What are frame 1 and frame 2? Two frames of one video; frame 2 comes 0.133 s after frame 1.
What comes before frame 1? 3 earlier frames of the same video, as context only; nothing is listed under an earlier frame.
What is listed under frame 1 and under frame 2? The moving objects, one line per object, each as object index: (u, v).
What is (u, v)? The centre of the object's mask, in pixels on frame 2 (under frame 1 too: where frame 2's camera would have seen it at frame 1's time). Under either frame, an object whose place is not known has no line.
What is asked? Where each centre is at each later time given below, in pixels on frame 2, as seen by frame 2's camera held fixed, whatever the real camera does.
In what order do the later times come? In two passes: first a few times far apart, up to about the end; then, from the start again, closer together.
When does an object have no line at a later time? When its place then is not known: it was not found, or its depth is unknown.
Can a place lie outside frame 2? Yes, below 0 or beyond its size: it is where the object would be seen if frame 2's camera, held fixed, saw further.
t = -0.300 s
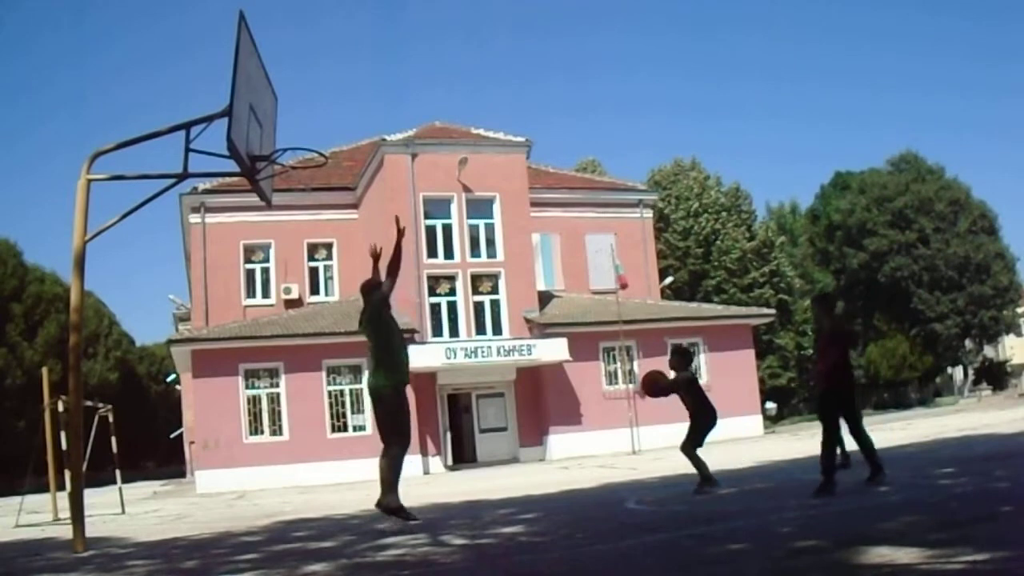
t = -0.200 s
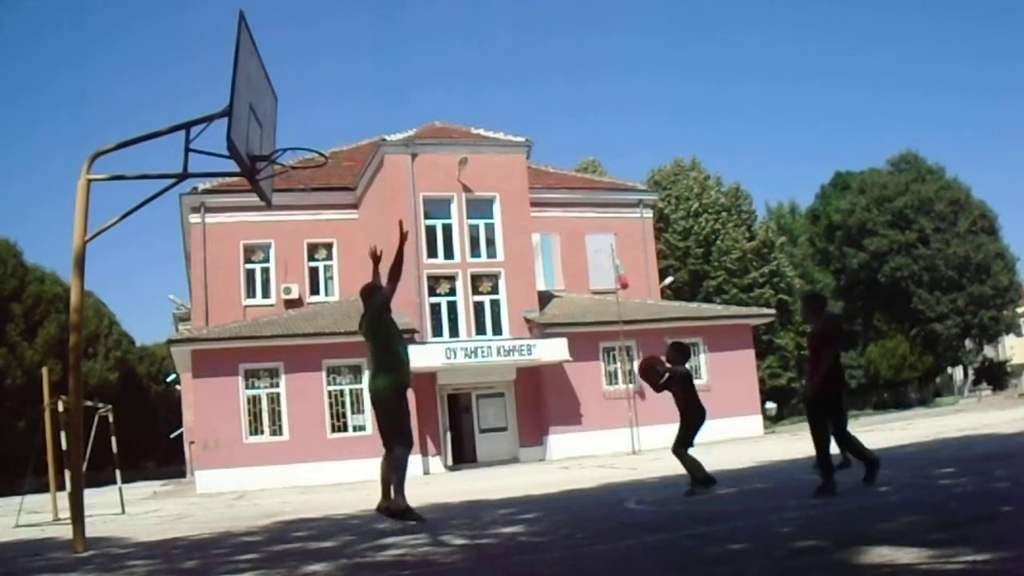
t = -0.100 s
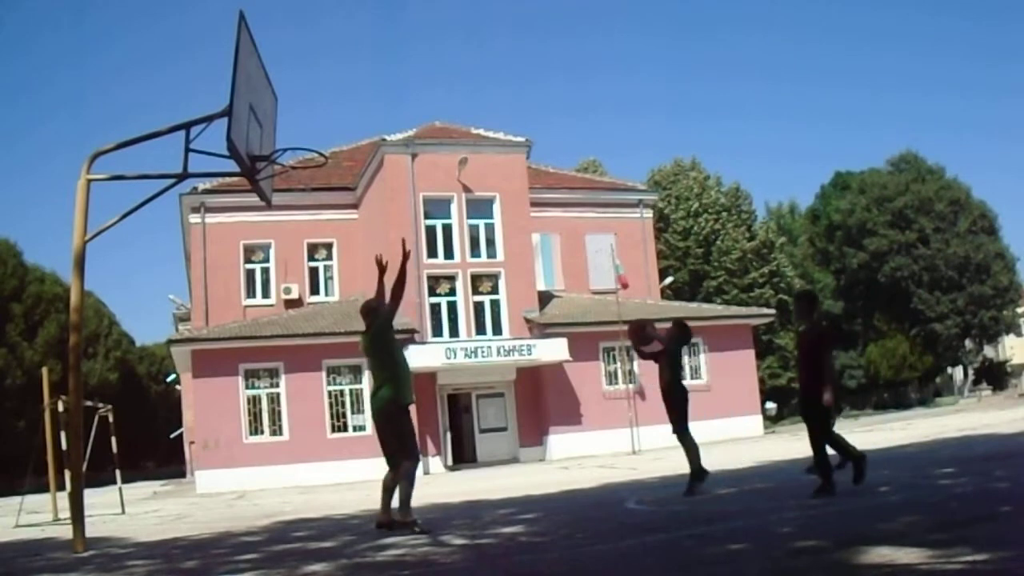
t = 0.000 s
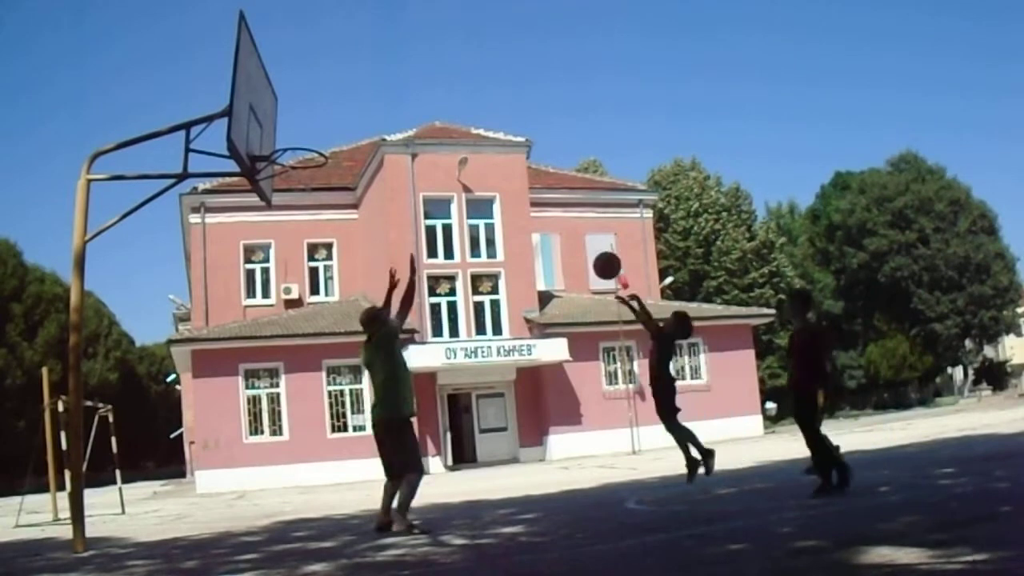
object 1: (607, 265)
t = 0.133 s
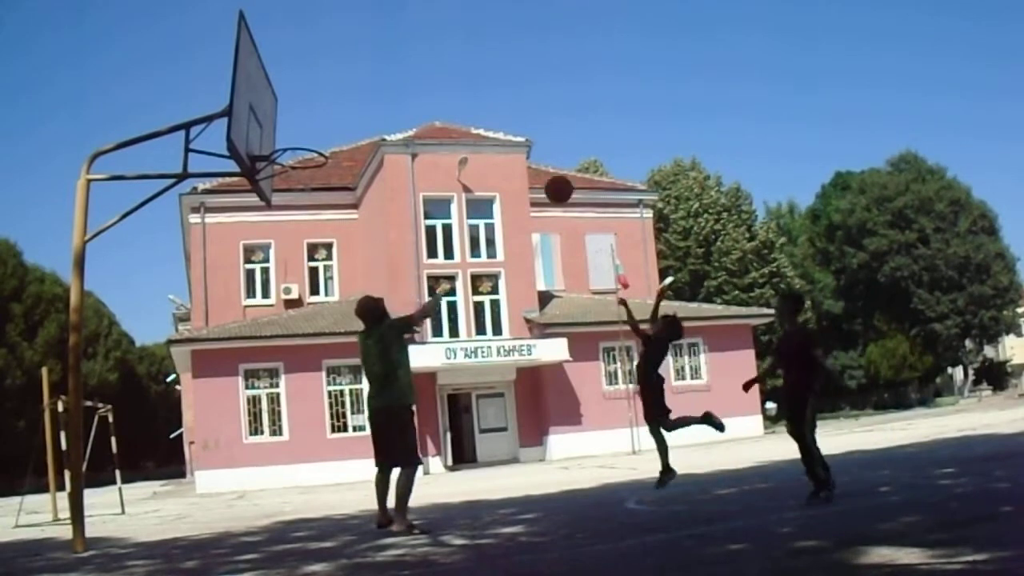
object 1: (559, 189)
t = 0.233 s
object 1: (524, 147)
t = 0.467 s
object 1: (448, 93)
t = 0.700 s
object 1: (377, 99)
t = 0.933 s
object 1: (310, 148)
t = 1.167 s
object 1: (283, 124)
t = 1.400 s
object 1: (291, 122)
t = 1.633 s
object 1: (299, 123)
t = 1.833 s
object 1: (305, 142)
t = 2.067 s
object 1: (307, 191)
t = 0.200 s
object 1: (535, 160)
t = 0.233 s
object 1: (524, 147)
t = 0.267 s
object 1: (513, 135)
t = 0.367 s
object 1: (480, 108)
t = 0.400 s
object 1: (469, 102)
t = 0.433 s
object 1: (459, 97)
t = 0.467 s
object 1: (448, 93)
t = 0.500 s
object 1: (438, 90)
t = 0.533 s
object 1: (428, 89)
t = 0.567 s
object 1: (418, 88)
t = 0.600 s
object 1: (407, 89)
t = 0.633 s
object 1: (397, 91)
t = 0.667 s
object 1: (387, 95)
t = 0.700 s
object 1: (377, 99)
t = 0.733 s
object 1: (367, 105)
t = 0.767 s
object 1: (357, 112)
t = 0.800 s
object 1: (347, 120)
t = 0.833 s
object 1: (337, 130)
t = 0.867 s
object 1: (327, 141)
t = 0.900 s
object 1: (318, 151)
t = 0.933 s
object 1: (310, 148)
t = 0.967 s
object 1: (301, 146)
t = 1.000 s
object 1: (293, 145)
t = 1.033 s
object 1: (284, 146)
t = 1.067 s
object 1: (280, 143)
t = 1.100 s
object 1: (281, 136)
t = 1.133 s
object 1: (282, 129)
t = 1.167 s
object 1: (283, 124)
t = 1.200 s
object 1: (284, 120)
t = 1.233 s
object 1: (286, 117)
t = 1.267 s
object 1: (287, 116)
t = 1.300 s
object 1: (288, 115)
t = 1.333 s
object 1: (289, 116)
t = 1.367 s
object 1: (290, 119)
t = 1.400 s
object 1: (291, 122)
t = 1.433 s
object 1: (293, 127)
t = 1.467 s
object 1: (294, 134)
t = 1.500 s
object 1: (295, 135)
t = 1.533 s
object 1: (295, 130)
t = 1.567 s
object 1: (297, 126)
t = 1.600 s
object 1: (298, 124)
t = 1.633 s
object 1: (299, 123)
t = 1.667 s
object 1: (300, 123)
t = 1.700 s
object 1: (301, 124)
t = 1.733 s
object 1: (302, 127)
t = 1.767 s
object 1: (303, 131)
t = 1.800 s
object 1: (304, 136)
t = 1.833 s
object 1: (305, 142)
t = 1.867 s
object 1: (306, 150)
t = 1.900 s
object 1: (307, 159)
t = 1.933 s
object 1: (309, 169)
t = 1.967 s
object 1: (310, 178)
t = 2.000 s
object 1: (309, 182)
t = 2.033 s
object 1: (309, 186)
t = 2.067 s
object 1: (307, 191)
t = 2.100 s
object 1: (306, 197)
